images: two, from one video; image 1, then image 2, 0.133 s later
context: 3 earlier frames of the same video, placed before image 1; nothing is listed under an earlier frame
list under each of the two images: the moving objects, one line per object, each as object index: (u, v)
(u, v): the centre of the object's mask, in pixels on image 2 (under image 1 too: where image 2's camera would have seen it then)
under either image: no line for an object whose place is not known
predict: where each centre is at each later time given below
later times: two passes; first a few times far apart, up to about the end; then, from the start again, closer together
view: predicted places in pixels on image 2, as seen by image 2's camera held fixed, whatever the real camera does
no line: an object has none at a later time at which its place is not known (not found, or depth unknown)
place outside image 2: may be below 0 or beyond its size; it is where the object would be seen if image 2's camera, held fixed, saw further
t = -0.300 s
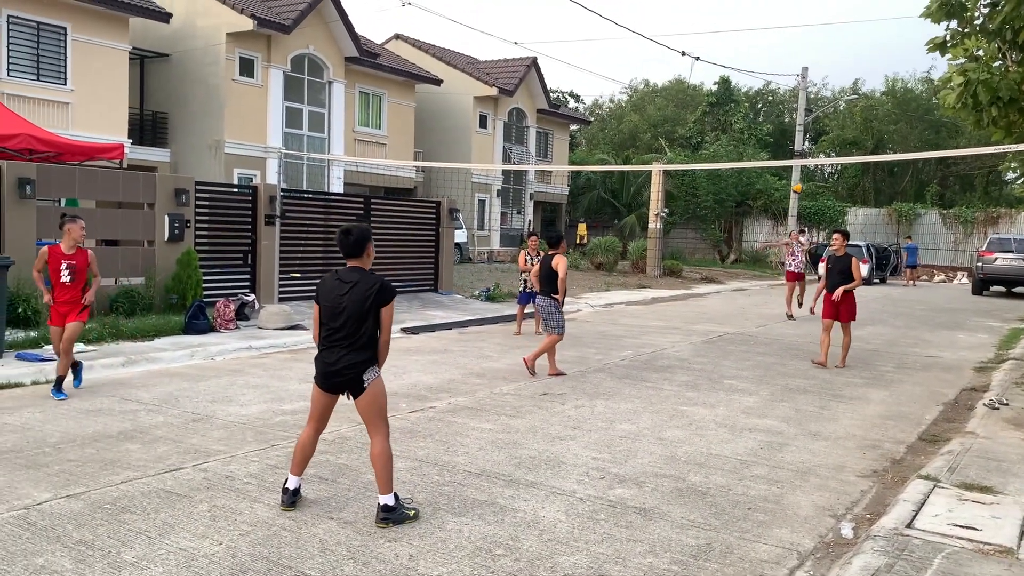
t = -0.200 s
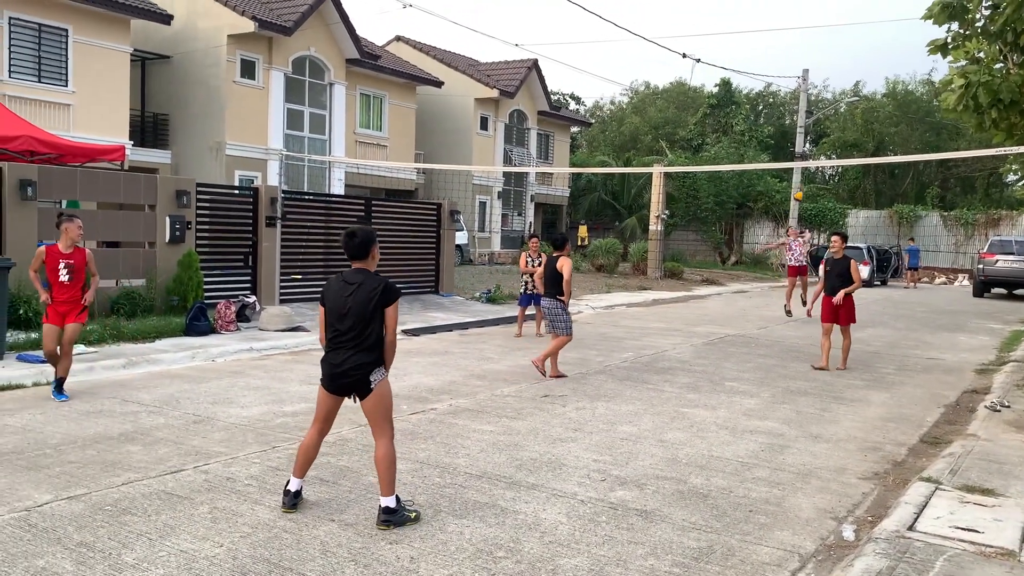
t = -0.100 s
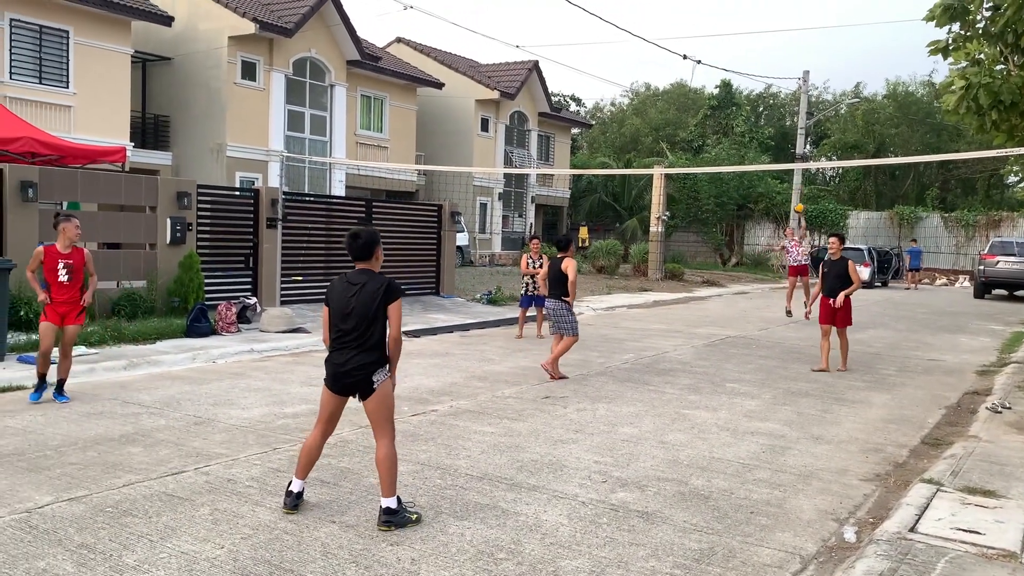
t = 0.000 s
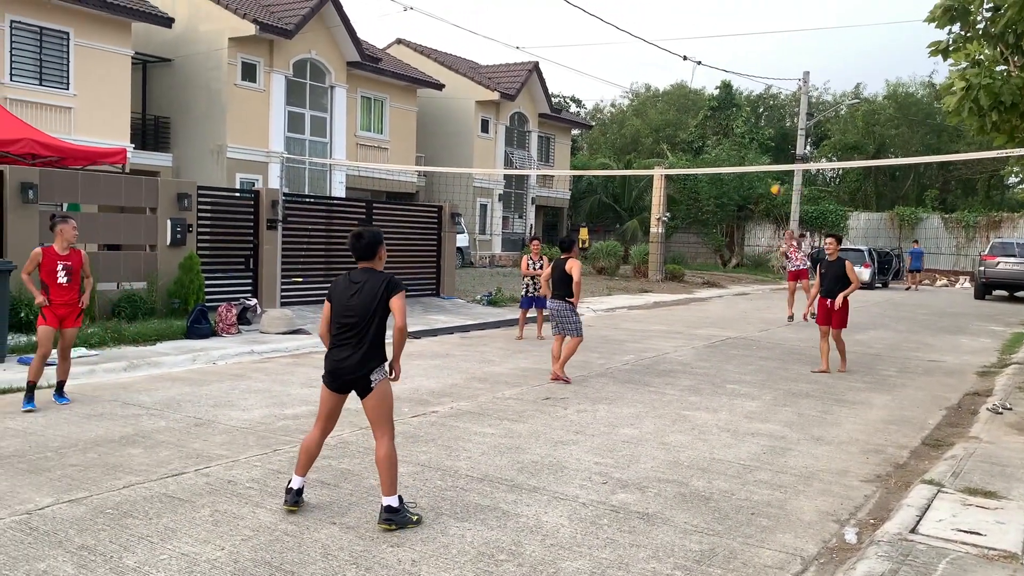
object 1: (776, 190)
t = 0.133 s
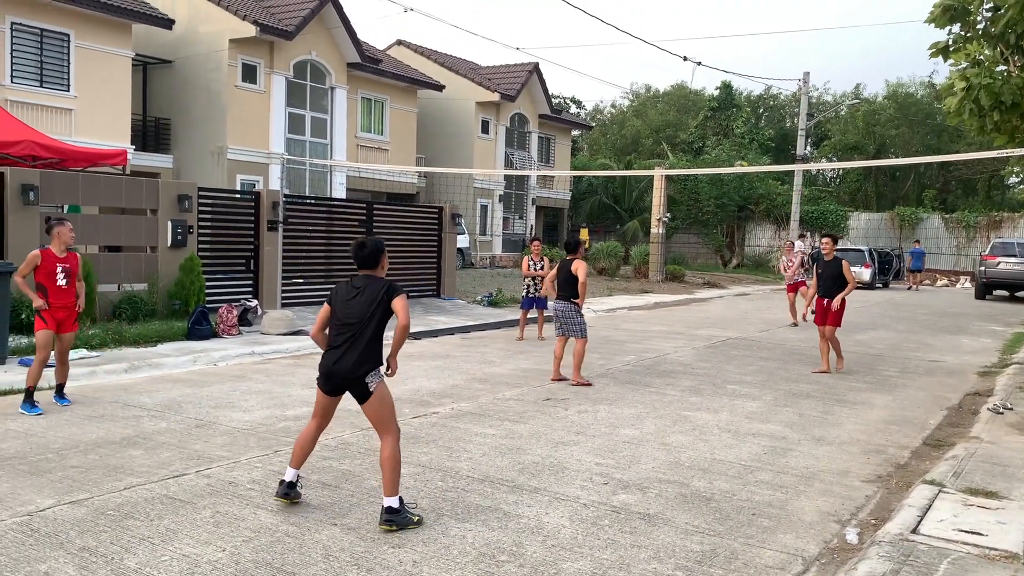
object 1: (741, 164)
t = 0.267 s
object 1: (699, 152)
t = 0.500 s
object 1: (605, 156)
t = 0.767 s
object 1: (523, 211)
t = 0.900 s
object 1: (519, 234)
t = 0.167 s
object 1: (731, 162)
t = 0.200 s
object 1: (721, 158)
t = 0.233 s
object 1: (709, 155)
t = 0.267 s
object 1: (699, 152)
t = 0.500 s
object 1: (605, 156)
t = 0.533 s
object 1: (589, 161)
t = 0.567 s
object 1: (574, 166)
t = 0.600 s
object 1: (556, 178)
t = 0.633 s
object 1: (544, 185)
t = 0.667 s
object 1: (536, 192)
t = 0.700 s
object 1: (530, 198)
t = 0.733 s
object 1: (526, 204)
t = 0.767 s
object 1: (523, 211)
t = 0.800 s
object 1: (521, 217)
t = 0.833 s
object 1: (521, 222)
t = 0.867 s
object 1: (520, 228)
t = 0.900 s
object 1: (519, 234)
